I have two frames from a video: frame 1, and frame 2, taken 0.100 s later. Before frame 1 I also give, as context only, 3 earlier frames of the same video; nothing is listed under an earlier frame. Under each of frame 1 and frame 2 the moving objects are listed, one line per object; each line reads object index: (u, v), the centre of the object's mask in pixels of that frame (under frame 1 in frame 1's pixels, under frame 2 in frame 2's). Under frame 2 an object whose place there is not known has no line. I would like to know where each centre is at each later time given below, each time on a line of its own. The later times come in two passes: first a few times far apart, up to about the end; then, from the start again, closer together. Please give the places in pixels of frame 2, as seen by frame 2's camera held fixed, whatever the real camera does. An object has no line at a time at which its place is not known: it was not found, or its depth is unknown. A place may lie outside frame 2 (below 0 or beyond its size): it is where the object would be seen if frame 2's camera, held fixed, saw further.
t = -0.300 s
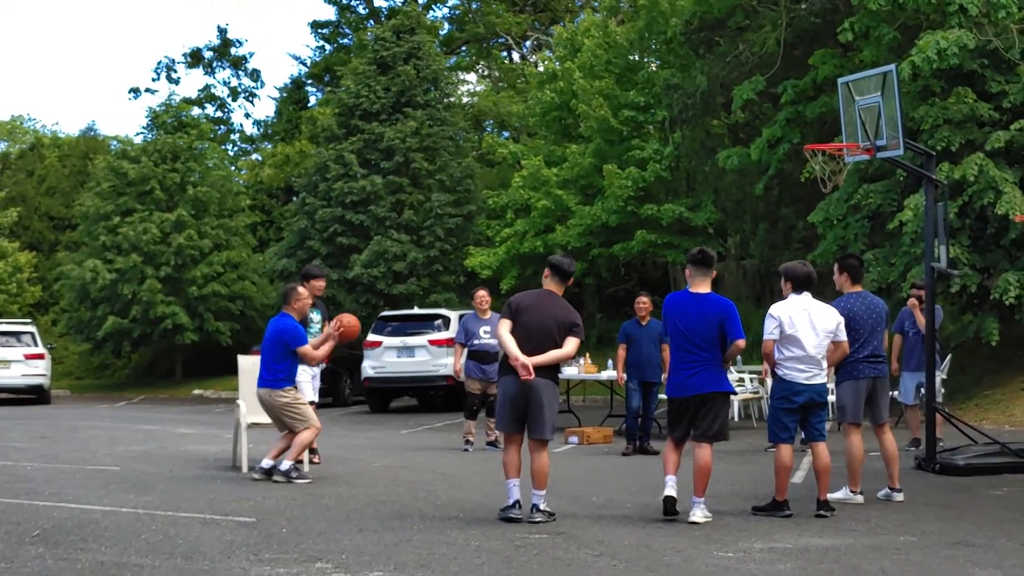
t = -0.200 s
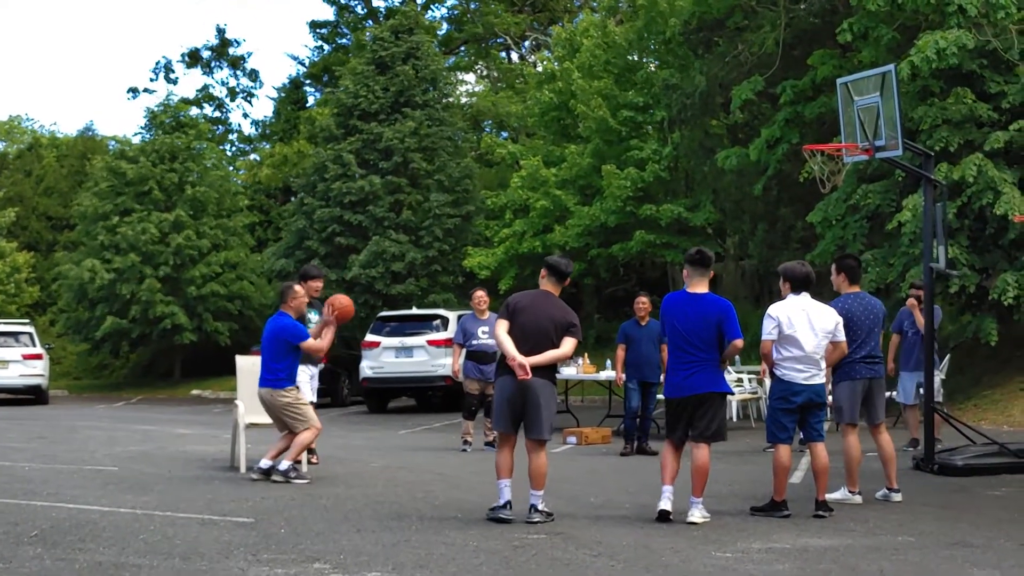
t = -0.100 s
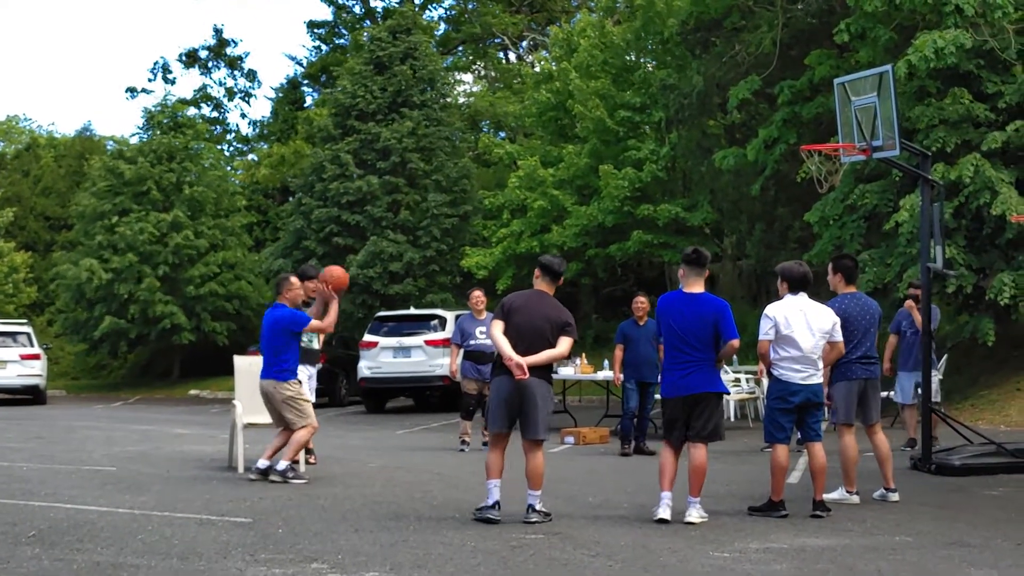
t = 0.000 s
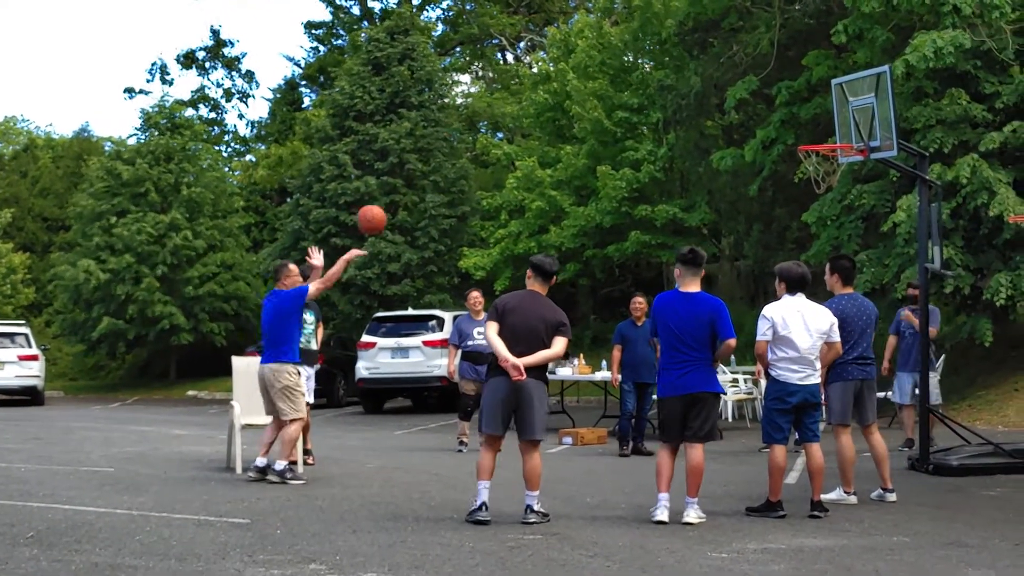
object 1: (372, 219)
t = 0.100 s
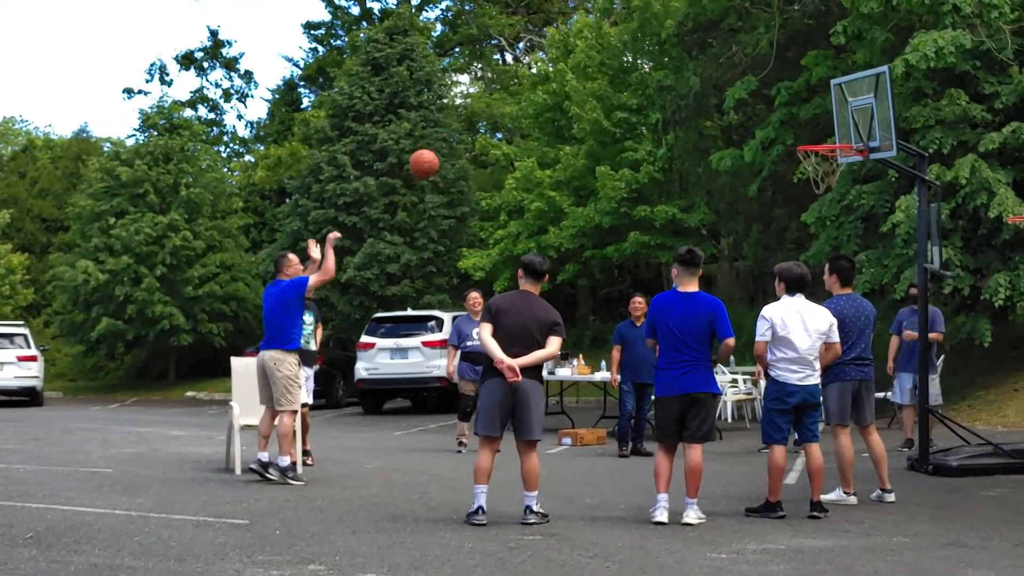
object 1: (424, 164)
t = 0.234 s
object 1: (494, 108)
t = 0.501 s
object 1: (627, 63)
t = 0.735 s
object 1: (738, 89)
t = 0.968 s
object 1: (826, 132)
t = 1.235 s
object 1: (822, 123)
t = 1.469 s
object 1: (821, 149)
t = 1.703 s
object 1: (834, 173)
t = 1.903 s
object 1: (832, 209)
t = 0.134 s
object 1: (441, 148)
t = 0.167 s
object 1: (459, 134)
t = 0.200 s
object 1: (476, 121)
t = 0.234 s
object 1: (494, 108)
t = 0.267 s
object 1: (511, 99)
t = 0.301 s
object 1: (527, 89)
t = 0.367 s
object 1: (561, 76)
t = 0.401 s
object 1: (578, 70)
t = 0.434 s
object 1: (594, 67)
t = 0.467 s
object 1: (611, 64)
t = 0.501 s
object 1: (627, 63)
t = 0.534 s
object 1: (643, 63)
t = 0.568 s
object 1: (659, 64)
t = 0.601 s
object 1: (675, 66)
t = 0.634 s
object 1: (691, 70)
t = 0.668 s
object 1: (707, 75)
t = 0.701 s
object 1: (723, 82)
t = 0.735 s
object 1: (738, 89)
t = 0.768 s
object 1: (754, 98)
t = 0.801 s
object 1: (769, 108)
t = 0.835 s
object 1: (785, 119)
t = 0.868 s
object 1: (800, 131)
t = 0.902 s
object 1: (810, 134)
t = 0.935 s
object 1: (818, 133)
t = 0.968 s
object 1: (826, 132)
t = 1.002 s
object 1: (834, 133)
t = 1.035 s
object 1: (841, 135)
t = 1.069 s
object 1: (838, 132)
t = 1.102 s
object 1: (835, 128)
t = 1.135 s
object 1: (832, 125)
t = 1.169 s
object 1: (829, 123)
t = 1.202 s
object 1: (826, 122)
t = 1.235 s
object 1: (822, 123)
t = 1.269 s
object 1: (820, 125)
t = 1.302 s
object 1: (816, 128)
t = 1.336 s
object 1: (814, 131)
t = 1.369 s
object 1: (810, 135)
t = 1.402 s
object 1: (811, 138)
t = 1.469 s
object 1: (821, 149)
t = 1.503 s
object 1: (824, 156)
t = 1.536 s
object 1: (828, 162)
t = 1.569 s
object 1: (831, 168)
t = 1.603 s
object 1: (834, 171)
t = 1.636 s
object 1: (835, 172)
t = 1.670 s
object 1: (834, 172)
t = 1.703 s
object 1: (834, 173)
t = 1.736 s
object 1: (834, 175)
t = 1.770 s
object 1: (834, 180)
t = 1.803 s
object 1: (834, 185)
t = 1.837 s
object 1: (833, 192)
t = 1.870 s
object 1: (833, 199)
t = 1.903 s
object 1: (832, 209)
